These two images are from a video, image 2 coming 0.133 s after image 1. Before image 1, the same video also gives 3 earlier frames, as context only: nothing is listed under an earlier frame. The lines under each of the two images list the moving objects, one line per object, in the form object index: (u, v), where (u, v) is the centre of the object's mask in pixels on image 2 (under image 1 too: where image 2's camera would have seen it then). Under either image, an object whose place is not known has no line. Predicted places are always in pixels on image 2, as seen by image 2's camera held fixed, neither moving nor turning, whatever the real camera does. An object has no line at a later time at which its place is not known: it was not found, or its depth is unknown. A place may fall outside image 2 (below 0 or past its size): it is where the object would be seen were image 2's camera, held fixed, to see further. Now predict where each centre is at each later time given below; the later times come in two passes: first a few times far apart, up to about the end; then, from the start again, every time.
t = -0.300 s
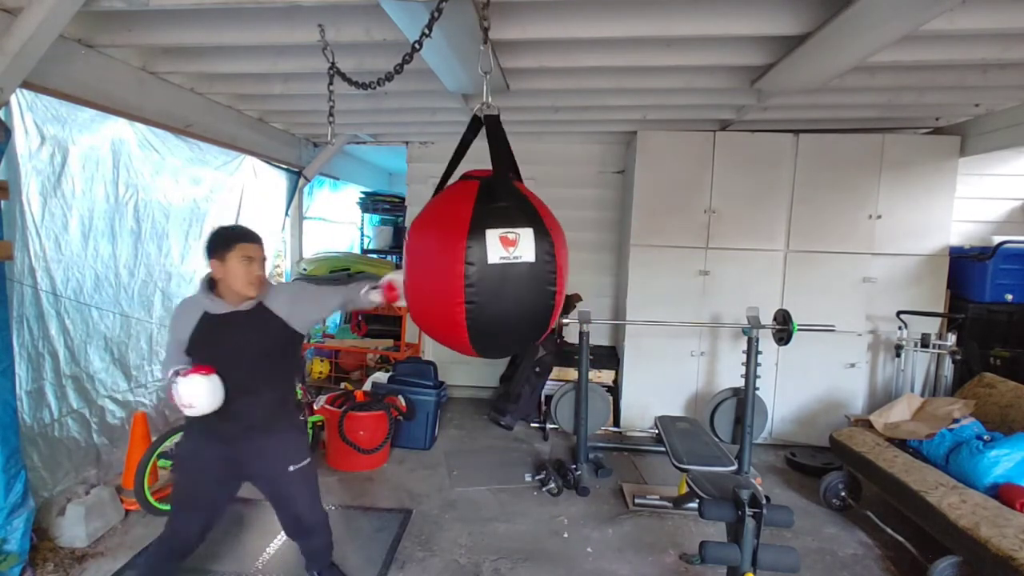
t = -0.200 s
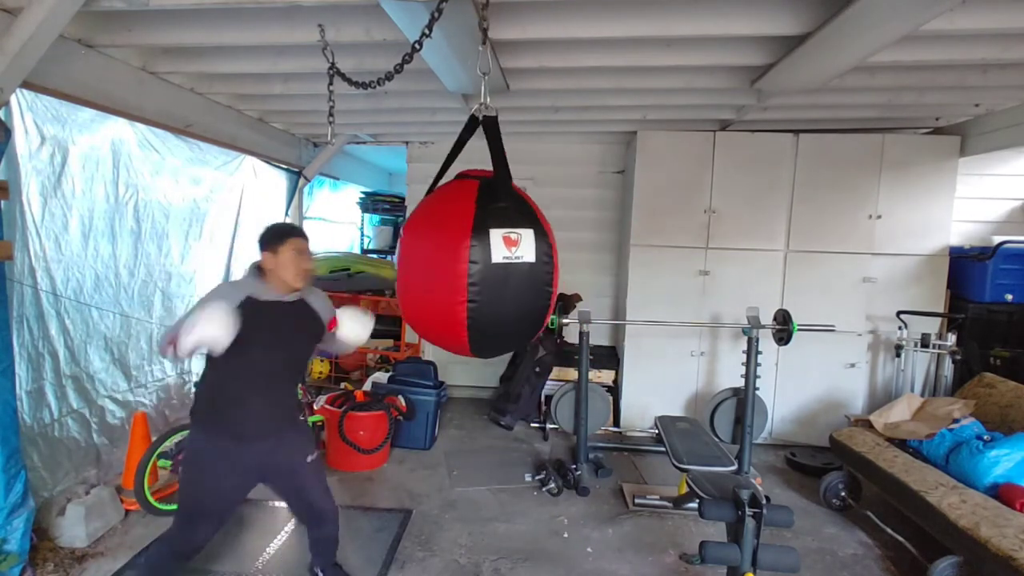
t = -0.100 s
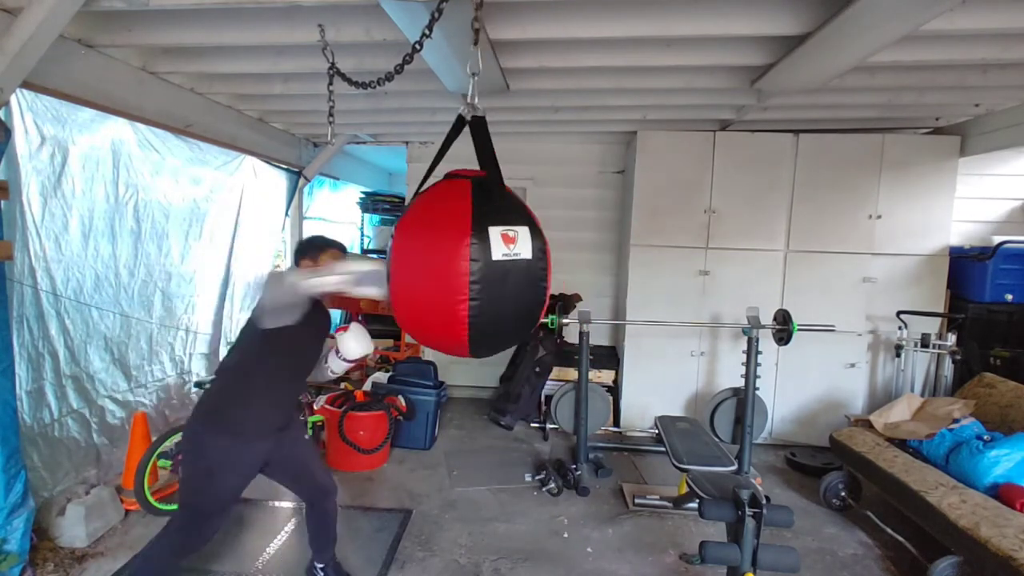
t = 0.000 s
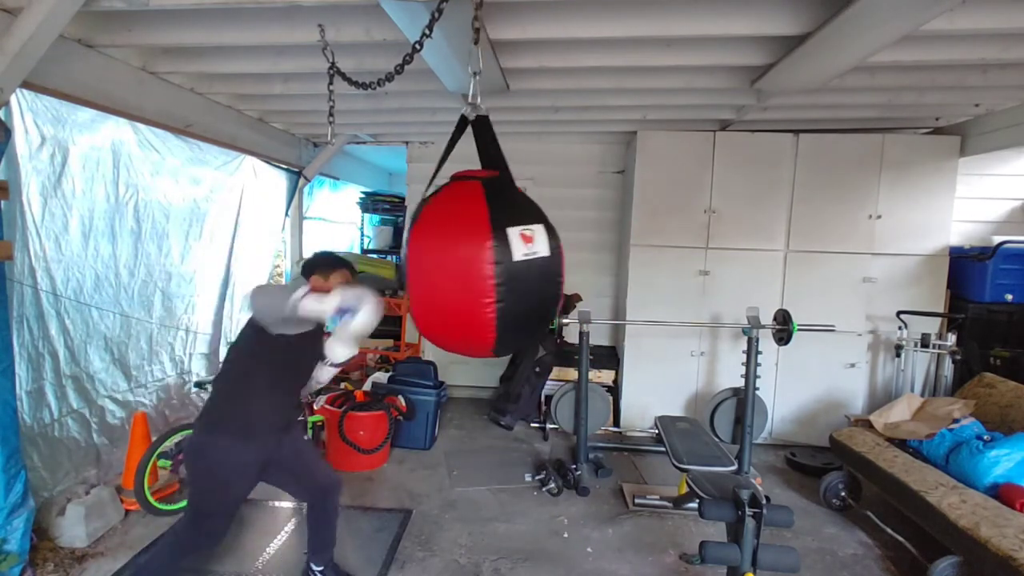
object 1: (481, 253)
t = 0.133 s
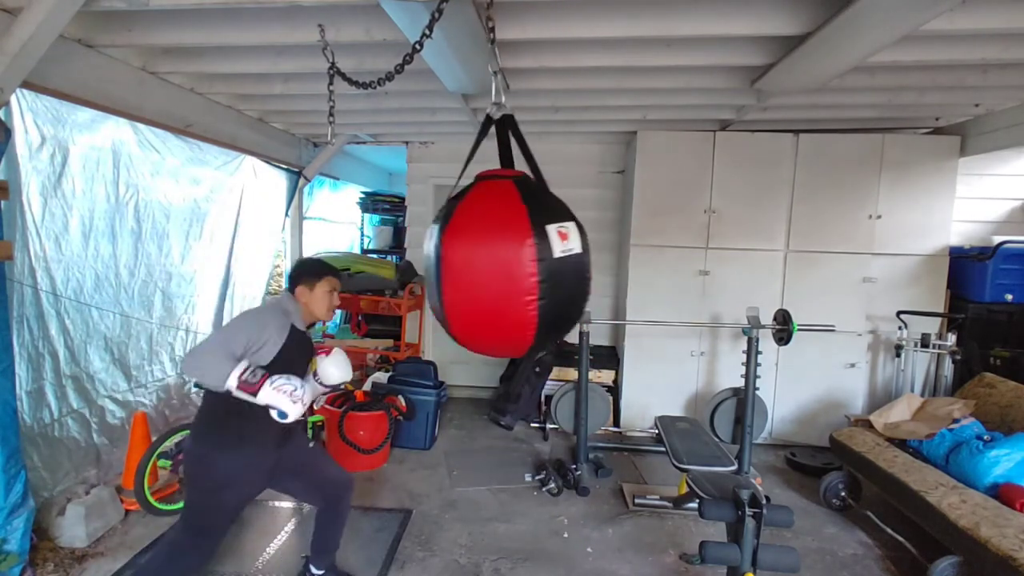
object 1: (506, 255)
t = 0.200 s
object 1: (516, 255)
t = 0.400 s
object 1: (534, 255)
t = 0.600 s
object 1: (534, 259)
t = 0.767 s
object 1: (514, 262)
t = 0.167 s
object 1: (511, 252)
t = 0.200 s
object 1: (516, 255)
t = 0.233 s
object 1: (519, 252)
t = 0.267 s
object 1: (523, 252)
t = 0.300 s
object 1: (526, 251)
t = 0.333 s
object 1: (529, 251)
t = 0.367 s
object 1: (531, 251)
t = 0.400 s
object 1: (534, 255)
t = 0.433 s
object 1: (536, 251)
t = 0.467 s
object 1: (537, 256)
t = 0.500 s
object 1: (537, 256)
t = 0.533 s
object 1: (537, 257)
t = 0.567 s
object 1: (536, 258)
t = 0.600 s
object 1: (534, 259)
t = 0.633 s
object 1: (531, 259)
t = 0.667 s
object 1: (526, 260)
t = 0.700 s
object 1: (523, 261)
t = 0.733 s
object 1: (519, 261)
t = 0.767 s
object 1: (514, 262)
